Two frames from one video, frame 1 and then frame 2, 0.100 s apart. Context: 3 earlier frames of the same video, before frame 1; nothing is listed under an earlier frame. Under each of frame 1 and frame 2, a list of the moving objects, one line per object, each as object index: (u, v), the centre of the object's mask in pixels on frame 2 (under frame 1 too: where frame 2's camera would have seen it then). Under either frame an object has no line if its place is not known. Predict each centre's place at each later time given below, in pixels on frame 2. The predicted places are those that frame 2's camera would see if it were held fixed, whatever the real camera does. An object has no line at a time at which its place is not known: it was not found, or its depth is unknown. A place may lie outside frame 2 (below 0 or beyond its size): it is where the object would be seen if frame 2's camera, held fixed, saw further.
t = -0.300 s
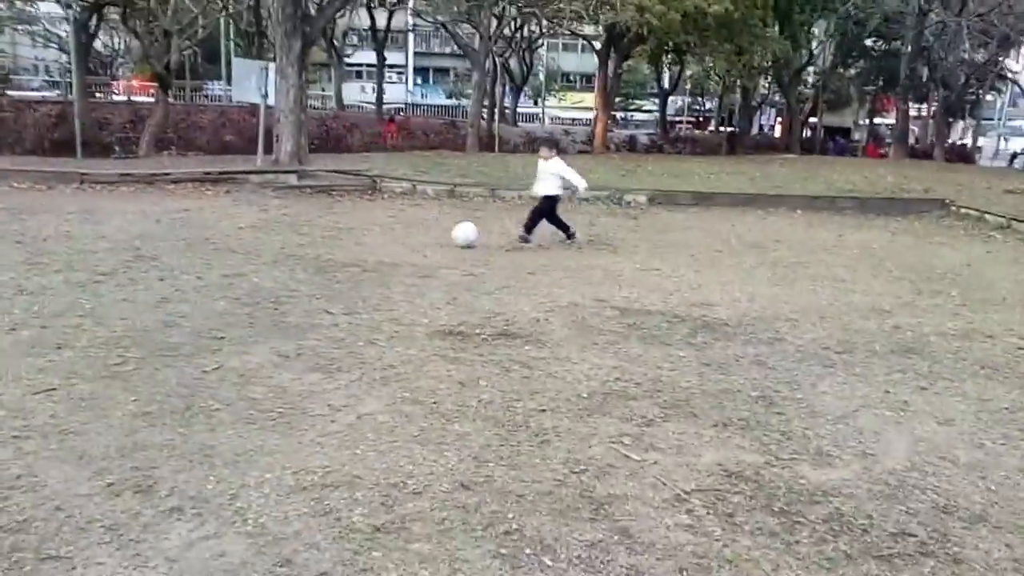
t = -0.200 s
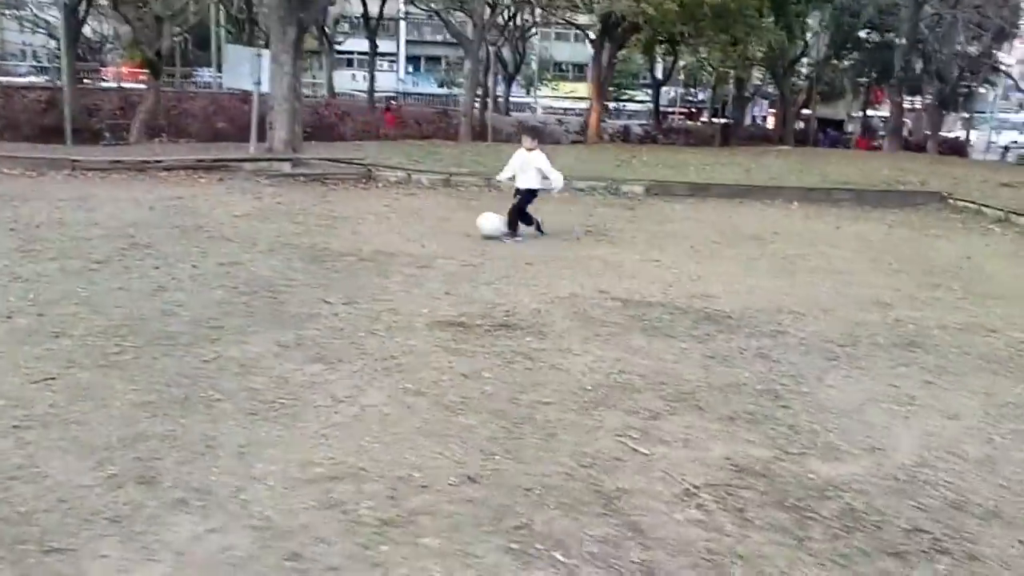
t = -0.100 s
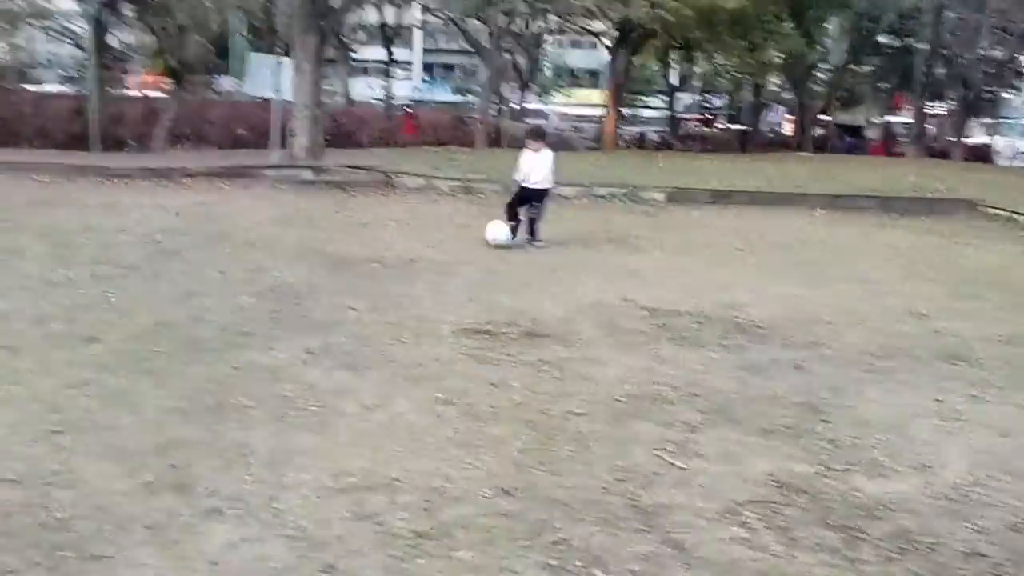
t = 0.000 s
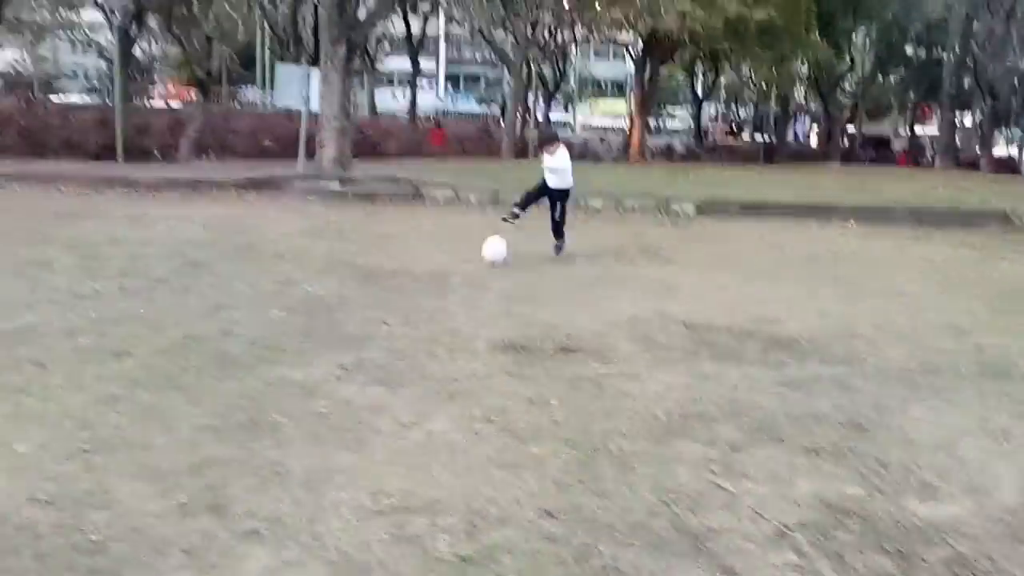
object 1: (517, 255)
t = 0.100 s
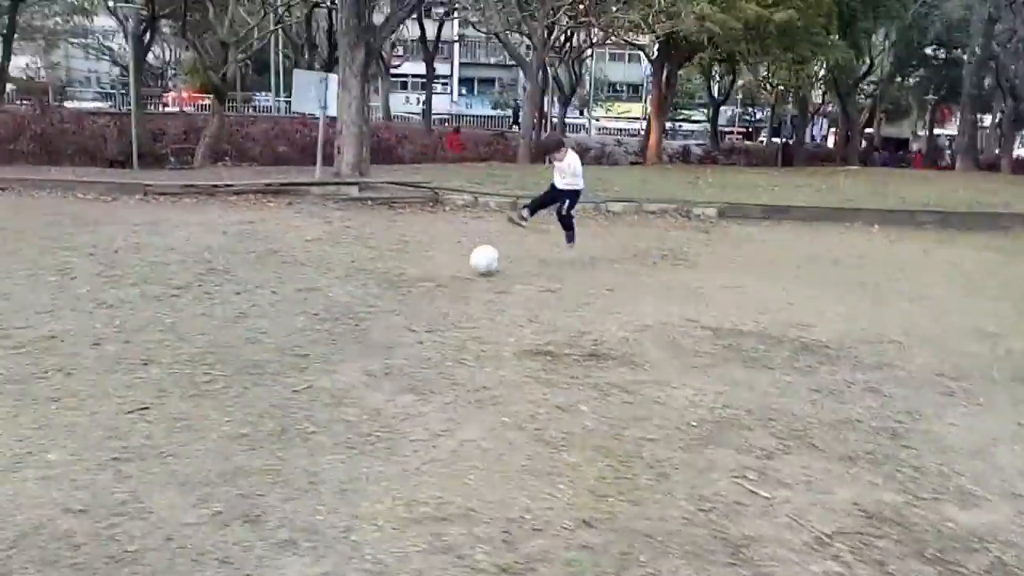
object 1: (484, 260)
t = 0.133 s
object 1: (472, 262)
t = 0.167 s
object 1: (460, 267)
